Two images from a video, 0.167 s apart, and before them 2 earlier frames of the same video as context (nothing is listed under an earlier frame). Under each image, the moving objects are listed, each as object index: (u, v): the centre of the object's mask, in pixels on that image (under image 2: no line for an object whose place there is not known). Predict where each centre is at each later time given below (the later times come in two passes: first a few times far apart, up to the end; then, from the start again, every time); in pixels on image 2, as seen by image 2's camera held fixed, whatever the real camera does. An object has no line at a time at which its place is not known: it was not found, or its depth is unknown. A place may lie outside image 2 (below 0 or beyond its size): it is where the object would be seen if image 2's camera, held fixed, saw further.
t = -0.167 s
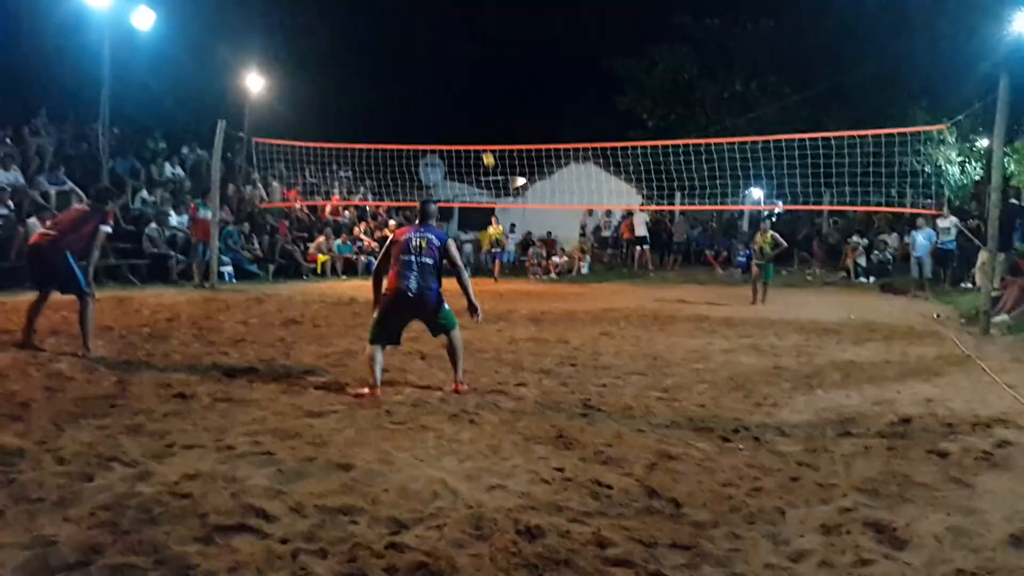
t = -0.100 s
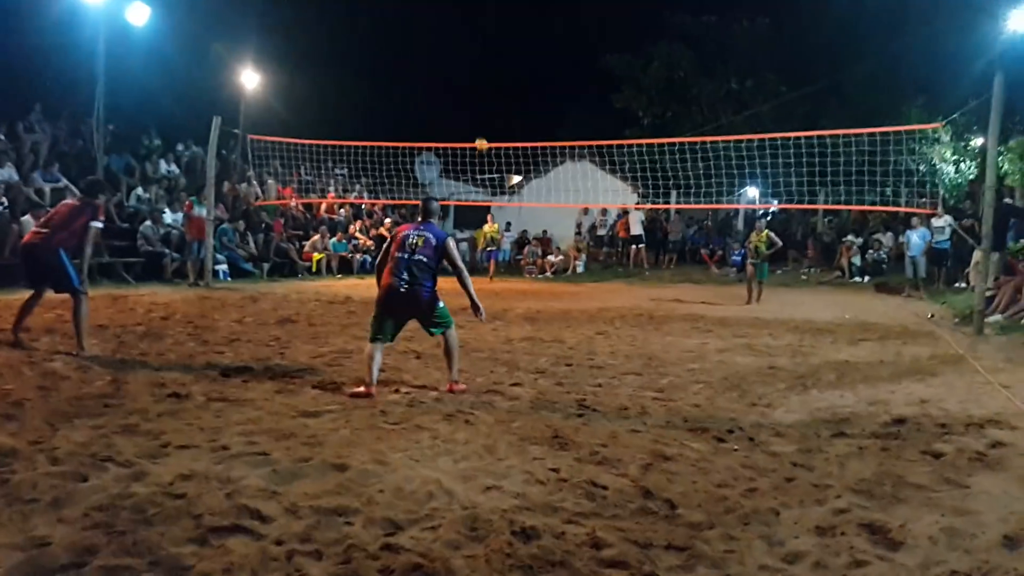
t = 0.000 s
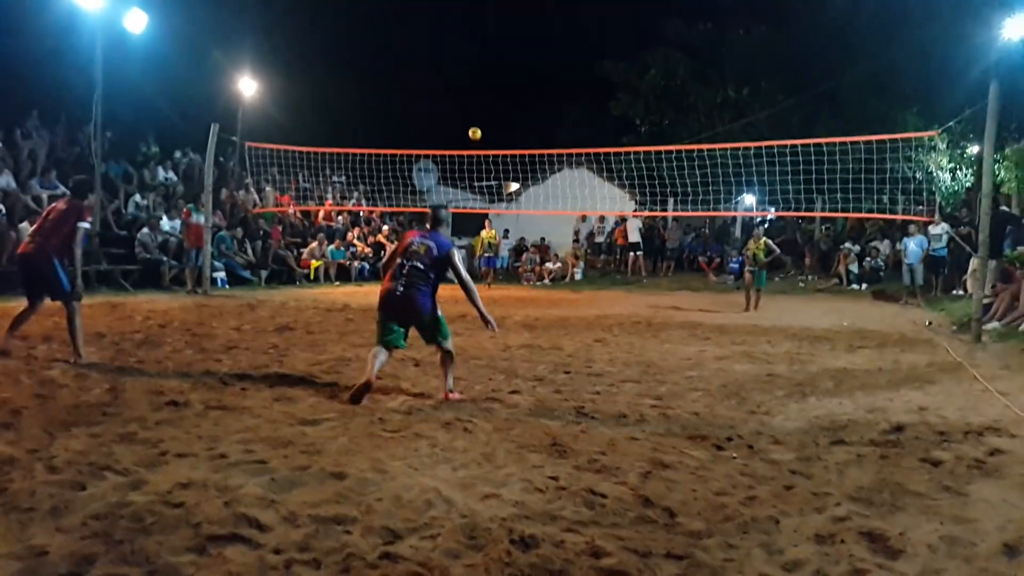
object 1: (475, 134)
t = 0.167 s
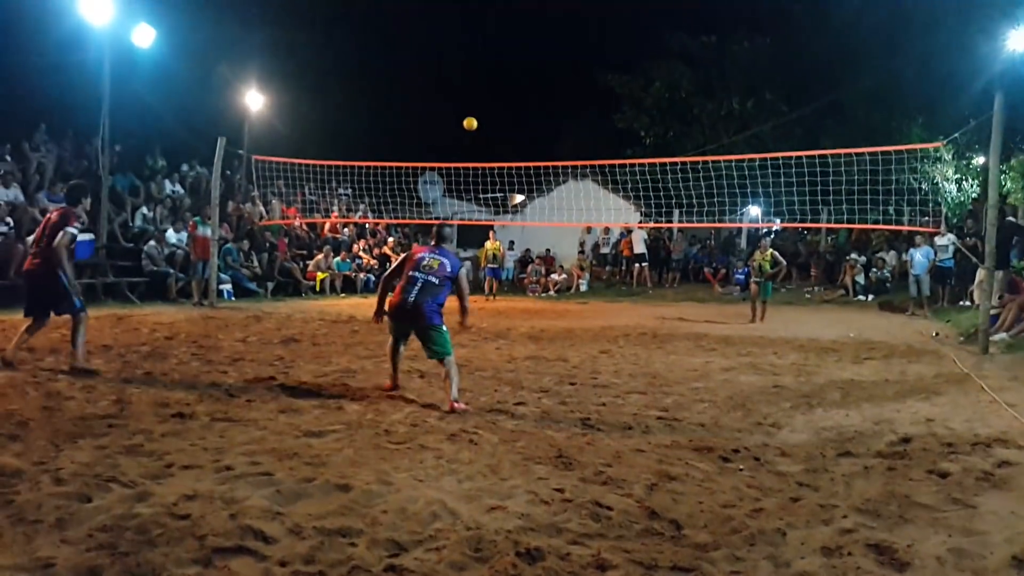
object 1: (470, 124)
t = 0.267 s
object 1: (462, 117)
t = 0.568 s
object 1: (427, 144)
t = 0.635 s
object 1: (415, 162)
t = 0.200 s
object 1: (468, 121)
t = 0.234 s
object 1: (465, 119)
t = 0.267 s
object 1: (462, 117)
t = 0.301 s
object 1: (459, 116)
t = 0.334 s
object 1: (456, 116)
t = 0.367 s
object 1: (452, 117)
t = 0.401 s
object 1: (449, 119)
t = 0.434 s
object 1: (445, 122)
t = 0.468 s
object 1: (441, 125)
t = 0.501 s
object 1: (437, 130)
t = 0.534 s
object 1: (432, 136)
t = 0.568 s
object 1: (427, 144)
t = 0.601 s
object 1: (421, 151)
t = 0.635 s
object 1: (415, 162)
